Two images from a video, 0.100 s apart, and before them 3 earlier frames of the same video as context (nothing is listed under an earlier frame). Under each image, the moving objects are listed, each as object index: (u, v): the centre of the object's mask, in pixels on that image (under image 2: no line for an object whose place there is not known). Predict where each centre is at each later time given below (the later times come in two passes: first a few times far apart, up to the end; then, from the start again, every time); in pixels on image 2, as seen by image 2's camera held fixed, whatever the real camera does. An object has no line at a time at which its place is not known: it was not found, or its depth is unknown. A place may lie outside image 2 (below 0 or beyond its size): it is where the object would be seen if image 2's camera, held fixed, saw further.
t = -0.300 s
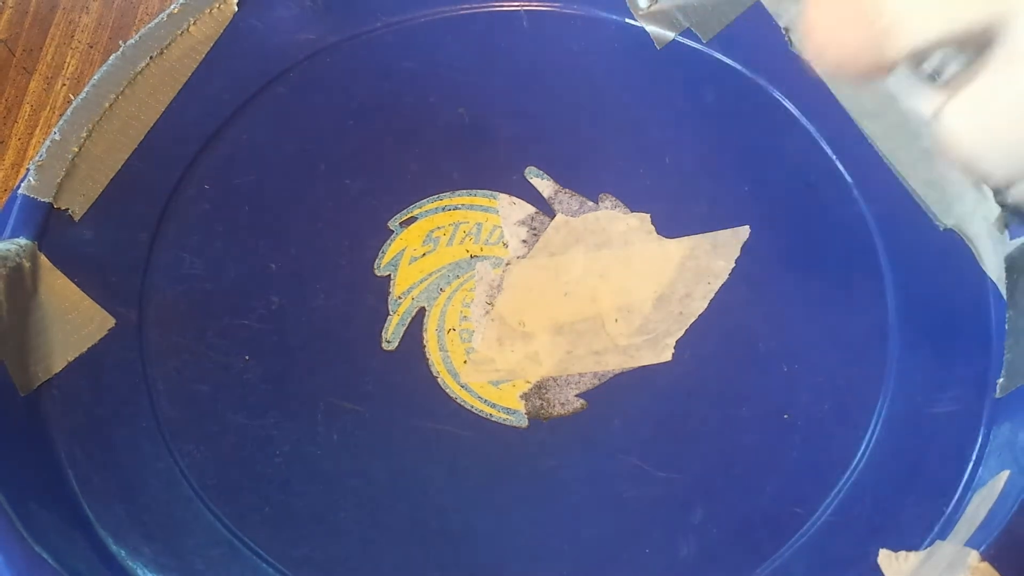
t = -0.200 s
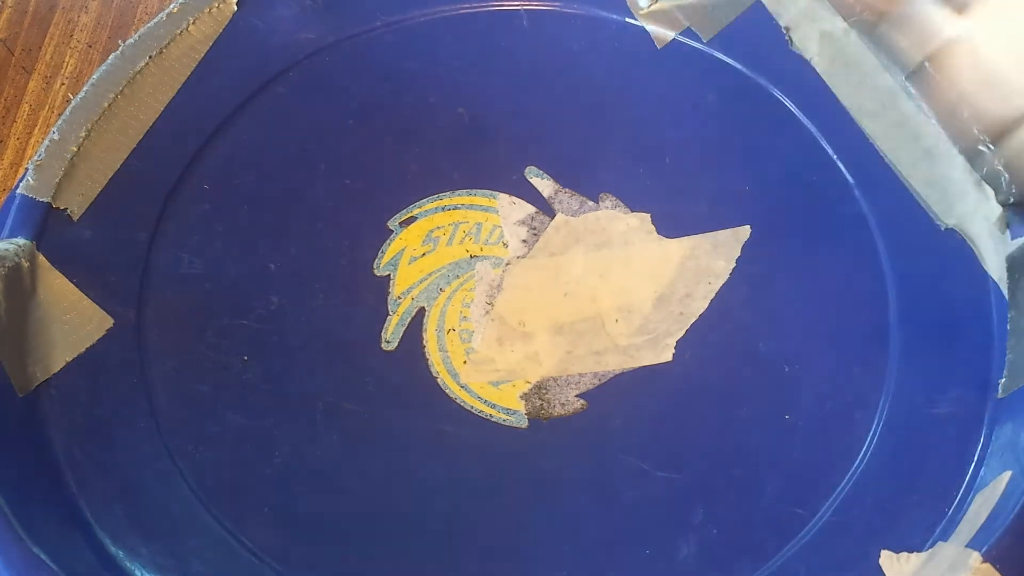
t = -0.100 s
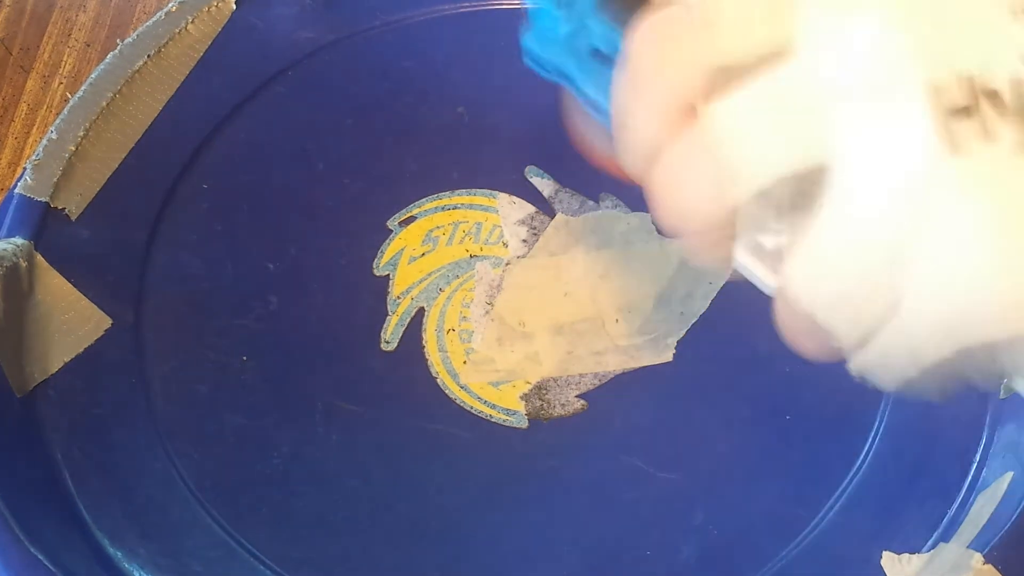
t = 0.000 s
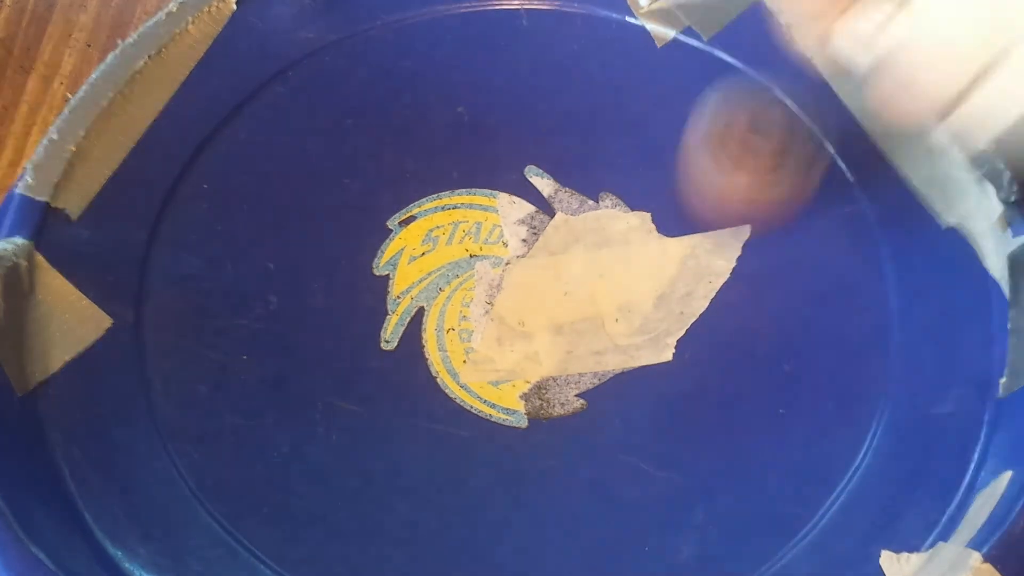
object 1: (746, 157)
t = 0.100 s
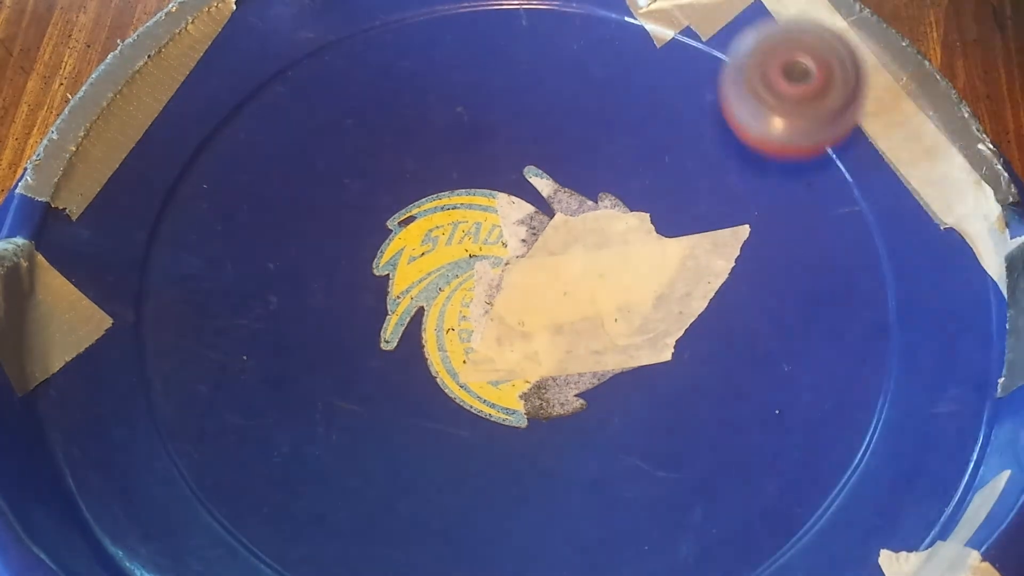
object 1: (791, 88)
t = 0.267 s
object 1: (731, 54)
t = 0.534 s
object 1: (549, 72)
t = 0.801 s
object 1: (583, 395)
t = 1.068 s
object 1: (878, 353)
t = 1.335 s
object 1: (772, 211)
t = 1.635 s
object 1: (433, 365)
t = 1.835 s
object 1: (470, 528)
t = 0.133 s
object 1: (792, 98)
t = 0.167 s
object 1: (784, 84)
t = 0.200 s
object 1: (770, 73)
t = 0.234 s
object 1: (750, 63)
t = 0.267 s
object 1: (731, 54)
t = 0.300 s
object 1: (711, 47)
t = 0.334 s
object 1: (695, 41)
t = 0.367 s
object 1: (671, 37)
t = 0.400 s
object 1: (642, 36)
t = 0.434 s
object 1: (617, 38)
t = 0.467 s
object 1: (590, 45)
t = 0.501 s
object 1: (570, 54)
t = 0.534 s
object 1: (549, 72)
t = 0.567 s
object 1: (530, 97)
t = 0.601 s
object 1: (516, 125)
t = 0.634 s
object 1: (507, 158)
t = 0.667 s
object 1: (501, 199)
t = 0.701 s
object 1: (504, 263)
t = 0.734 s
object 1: (518, 312)
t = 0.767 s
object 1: (548, 359)
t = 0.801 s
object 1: (583, 395)
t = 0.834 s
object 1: (620, 419)
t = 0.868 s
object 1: (667, 438)
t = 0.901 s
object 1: (712, 447)
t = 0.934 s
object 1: (761, 453)
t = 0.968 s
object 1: (814, 452)
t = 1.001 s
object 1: (855, 426)
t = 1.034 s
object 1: (870, 381)
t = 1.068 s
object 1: (878, 353)
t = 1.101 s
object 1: (878, 340)
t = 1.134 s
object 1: (880, 312)
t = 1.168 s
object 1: (879, 288)
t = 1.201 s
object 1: (872, 269)
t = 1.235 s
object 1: (857, 250)
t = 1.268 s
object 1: (834, 234)
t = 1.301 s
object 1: (806, 220)
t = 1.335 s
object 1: (772, 211)
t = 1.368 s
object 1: (736, 205)
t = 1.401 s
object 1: (698, 206)
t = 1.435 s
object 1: (656, 213)
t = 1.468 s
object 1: (610, 226)
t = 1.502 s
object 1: (570, 243)
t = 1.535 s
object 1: (535, 267)
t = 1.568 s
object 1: (501, 294)
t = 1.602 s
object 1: (463, 327)
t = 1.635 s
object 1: (433, 365)
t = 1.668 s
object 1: (419, 401)
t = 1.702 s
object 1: (413, 434)
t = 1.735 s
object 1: (417, 468)
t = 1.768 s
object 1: (428, 496)
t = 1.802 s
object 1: (446, 514)
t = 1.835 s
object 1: (470, 528)
